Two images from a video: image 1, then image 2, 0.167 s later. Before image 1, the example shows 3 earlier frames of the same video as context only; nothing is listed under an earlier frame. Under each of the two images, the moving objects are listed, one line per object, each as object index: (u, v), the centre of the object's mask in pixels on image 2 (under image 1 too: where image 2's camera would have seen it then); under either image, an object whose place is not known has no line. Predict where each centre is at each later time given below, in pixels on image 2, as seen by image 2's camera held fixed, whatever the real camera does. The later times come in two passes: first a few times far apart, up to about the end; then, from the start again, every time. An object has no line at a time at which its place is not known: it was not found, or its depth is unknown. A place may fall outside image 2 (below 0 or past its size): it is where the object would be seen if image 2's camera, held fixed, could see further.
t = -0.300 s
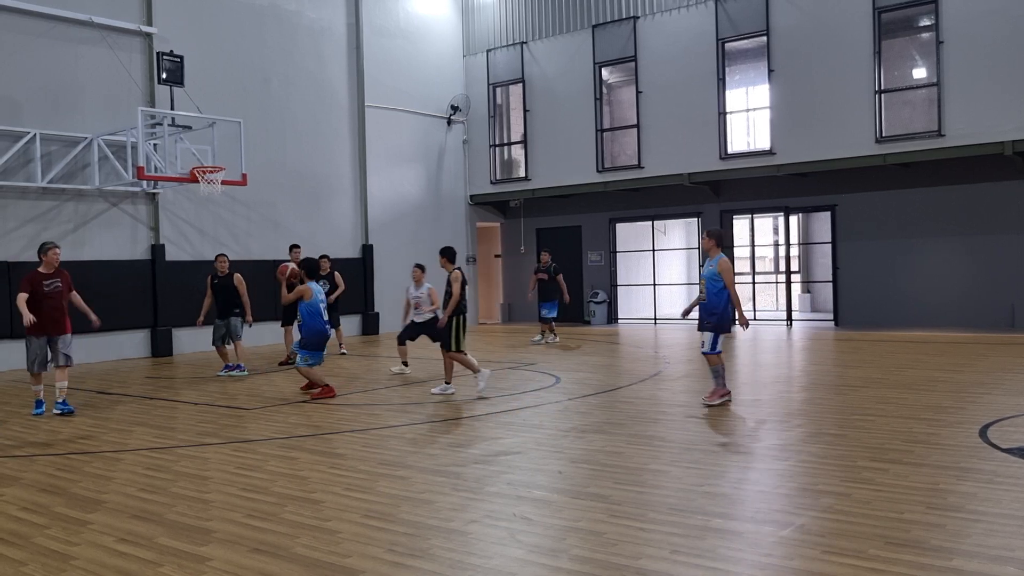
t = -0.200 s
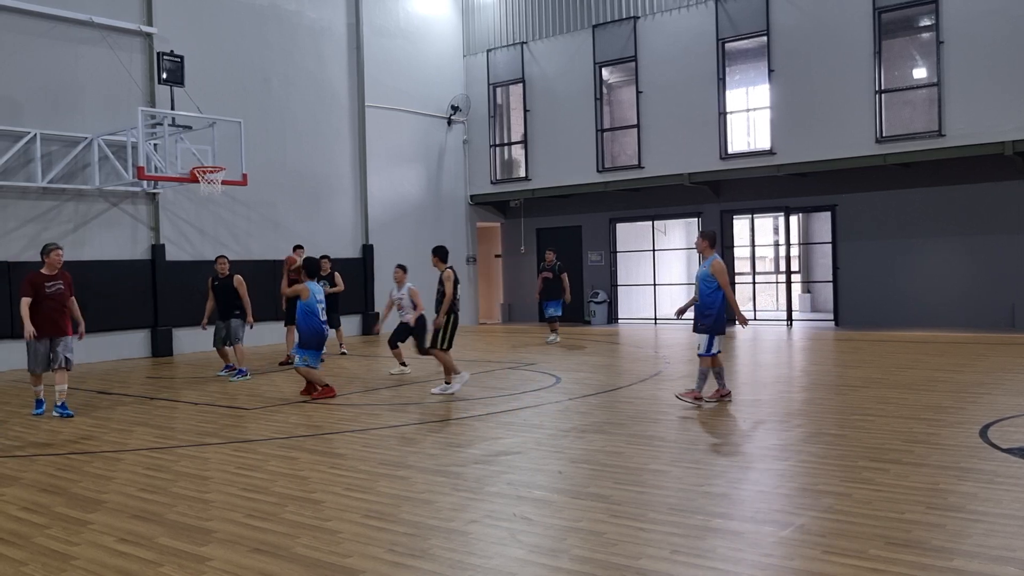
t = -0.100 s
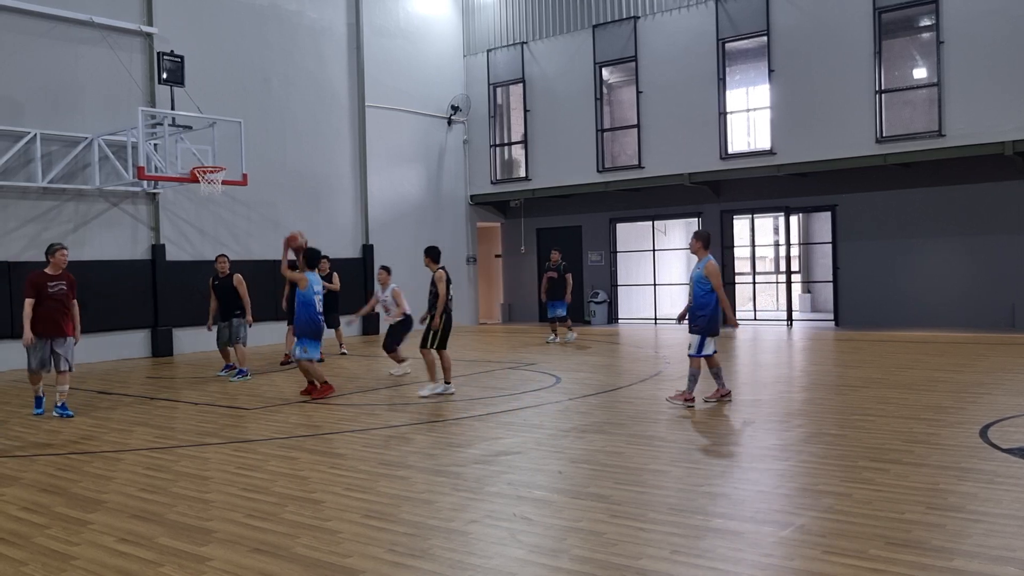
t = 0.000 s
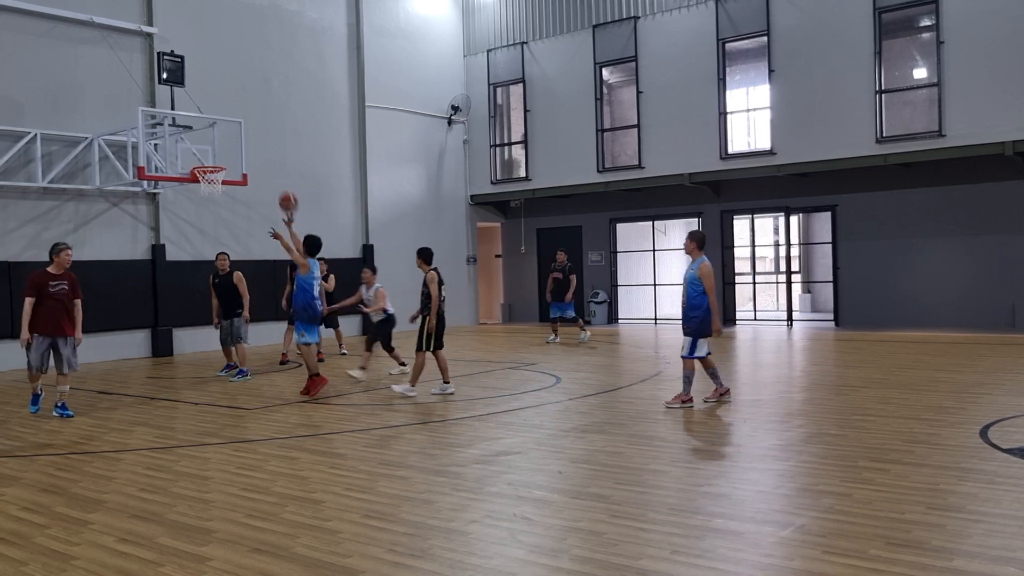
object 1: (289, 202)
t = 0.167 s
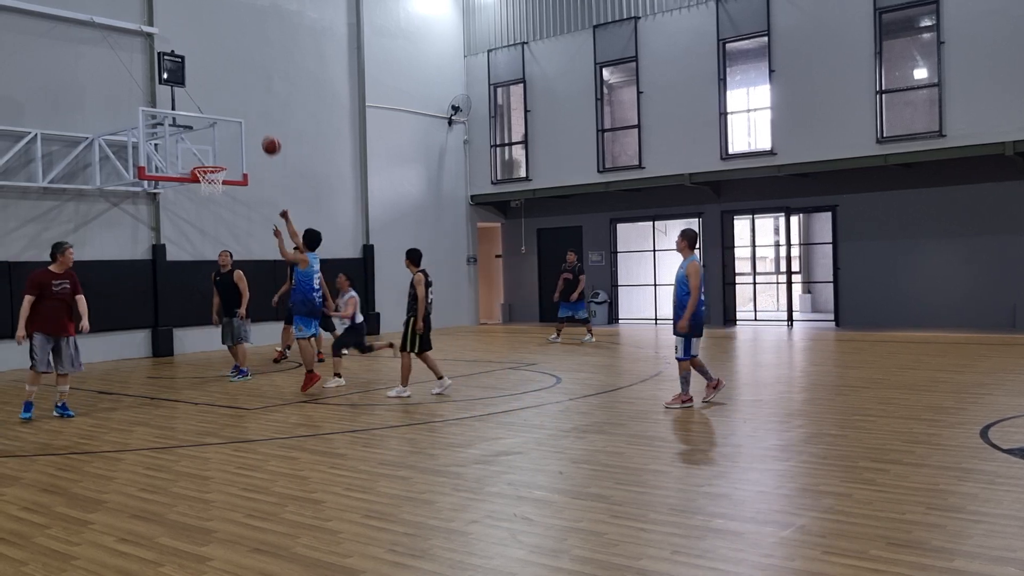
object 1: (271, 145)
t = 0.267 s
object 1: (262, 125)
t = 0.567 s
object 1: (239, 109)
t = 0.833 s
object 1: (223, 146)
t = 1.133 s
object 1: (225, 140)
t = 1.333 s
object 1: (239, 142)
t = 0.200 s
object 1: (268, 137)
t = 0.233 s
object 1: (265, 131)
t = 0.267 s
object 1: (262, 125)
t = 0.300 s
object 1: (259, 120)
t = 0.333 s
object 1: (256, 115)
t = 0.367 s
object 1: (253, 112)
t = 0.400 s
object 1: (251, 110)
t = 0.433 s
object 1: (248, 108)
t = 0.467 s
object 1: (246, 107)
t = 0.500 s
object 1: (244, 107)
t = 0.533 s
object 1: (241, 108)
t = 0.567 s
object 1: (239, 109)
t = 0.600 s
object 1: (237, 111)
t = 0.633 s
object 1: (235, 114)
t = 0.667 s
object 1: (233, 118)
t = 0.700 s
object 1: (231, 122)
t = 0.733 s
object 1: (229, 127)
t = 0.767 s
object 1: (227, 133)
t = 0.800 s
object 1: (225, 138)
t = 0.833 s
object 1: (223, 146)
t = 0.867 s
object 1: (222, 152)
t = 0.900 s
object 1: (220, 159)
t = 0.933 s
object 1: (220, 159)
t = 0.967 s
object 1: (219, 155)
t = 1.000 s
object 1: (219, 152)
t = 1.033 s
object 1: (219, 148)
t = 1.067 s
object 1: (221, 145)
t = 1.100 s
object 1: (224, 142)
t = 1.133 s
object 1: (225, 140)
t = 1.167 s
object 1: (228, 139)
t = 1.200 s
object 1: (230, 138)
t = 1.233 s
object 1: (232, 138)
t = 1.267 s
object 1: (234, 139)
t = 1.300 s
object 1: (237, 140)
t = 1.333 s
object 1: (239, 142)
